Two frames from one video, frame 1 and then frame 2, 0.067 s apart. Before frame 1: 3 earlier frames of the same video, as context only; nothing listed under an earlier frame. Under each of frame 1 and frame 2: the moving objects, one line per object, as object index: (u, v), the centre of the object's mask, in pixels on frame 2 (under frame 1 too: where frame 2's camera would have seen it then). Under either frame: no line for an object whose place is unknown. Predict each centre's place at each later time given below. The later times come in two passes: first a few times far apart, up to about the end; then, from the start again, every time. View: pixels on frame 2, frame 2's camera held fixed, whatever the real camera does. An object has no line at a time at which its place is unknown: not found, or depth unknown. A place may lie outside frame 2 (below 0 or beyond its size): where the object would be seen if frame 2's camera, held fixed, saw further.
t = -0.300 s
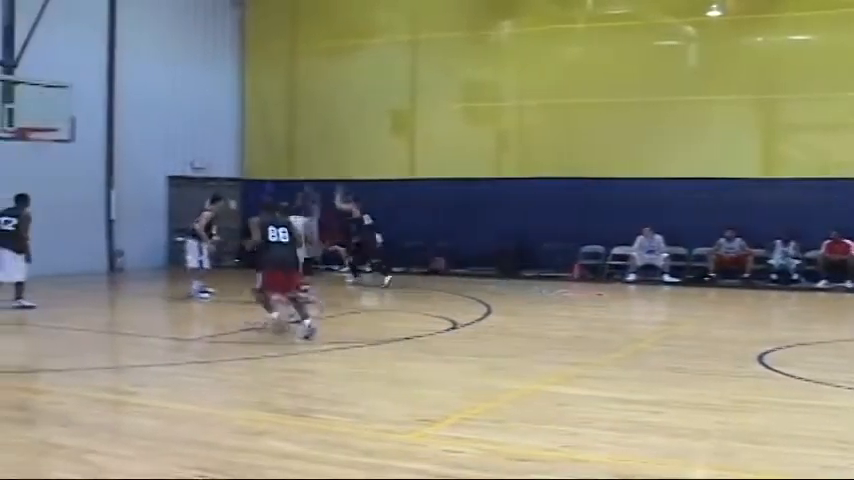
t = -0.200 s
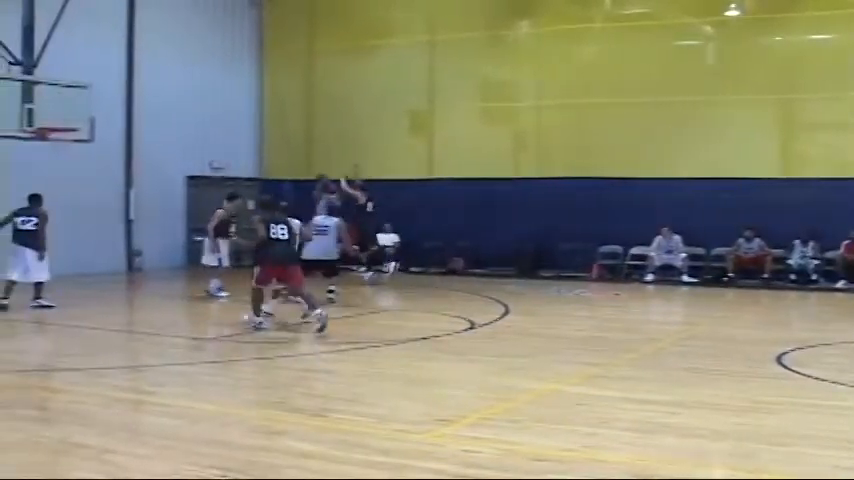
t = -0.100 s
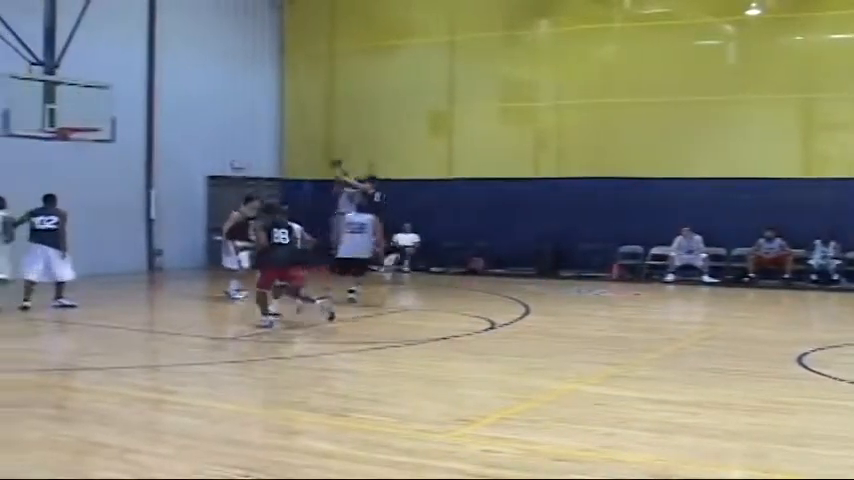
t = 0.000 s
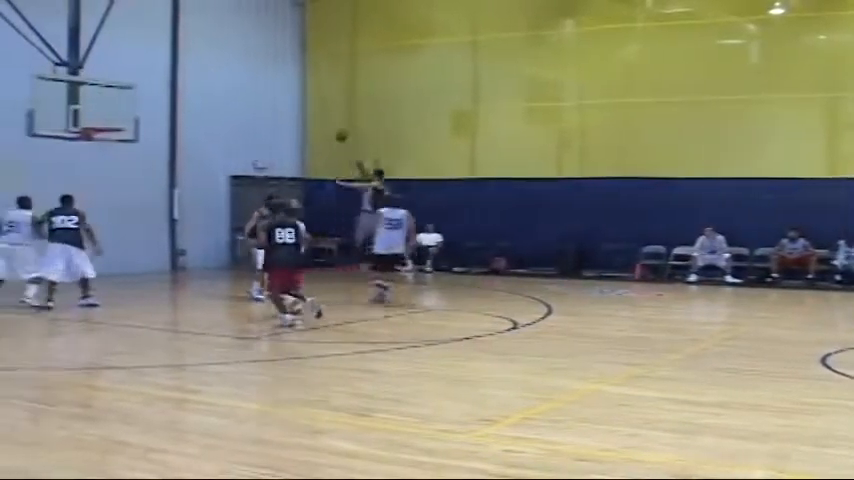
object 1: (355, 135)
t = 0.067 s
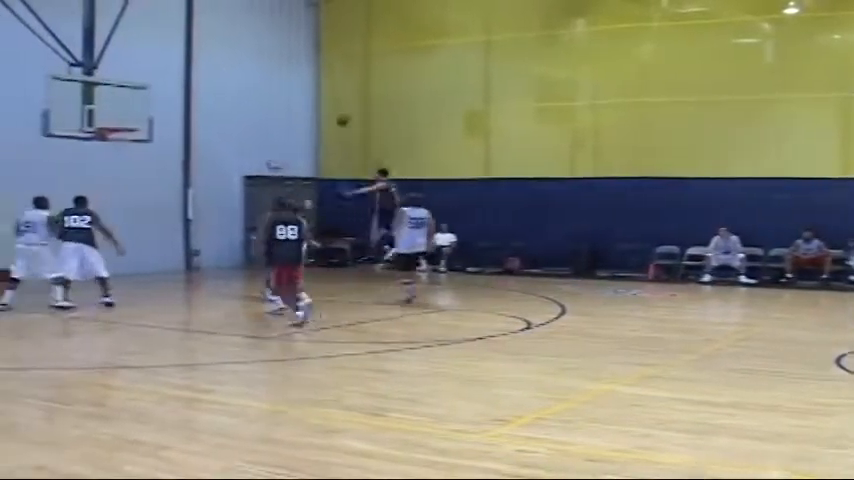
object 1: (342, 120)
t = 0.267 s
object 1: (305, 83)
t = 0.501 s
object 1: (256, 59)
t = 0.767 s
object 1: (194, 62)
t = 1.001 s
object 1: (126, 99)
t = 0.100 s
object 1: (336, 113)
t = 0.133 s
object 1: (330, 106)
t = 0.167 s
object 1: (324, 100)
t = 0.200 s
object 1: (318, 94)
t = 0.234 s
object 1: (311, 88)
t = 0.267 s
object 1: (305, 83)
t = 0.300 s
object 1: (298, 78)
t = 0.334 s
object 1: (291, 74)
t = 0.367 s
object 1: (285, 70)
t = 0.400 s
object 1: (277, 67)
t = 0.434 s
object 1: (269, 64)
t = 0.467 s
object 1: (263, 61)
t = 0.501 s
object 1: (256, 59)
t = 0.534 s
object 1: (247, 58)
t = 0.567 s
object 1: (240, 57)
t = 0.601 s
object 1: (232, 57)
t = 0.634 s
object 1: (224, 57)
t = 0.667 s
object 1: (216, 57)
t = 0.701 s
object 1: (208, 58)
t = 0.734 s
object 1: (200, 61)
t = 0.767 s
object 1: (194, 62)
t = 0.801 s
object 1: (181, 66)
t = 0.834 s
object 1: (173, 69)
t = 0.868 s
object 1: (163, 74)
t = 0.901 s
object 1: (154, 79)
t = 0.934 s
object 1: (145, 85)
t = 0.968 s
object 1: (137, 91)
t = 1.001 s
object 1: (126, 99)
